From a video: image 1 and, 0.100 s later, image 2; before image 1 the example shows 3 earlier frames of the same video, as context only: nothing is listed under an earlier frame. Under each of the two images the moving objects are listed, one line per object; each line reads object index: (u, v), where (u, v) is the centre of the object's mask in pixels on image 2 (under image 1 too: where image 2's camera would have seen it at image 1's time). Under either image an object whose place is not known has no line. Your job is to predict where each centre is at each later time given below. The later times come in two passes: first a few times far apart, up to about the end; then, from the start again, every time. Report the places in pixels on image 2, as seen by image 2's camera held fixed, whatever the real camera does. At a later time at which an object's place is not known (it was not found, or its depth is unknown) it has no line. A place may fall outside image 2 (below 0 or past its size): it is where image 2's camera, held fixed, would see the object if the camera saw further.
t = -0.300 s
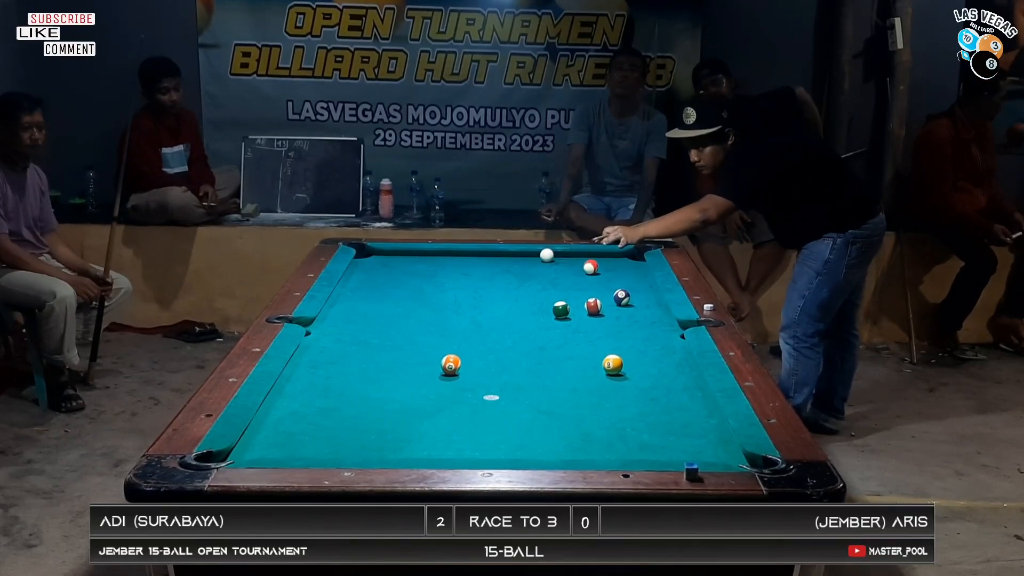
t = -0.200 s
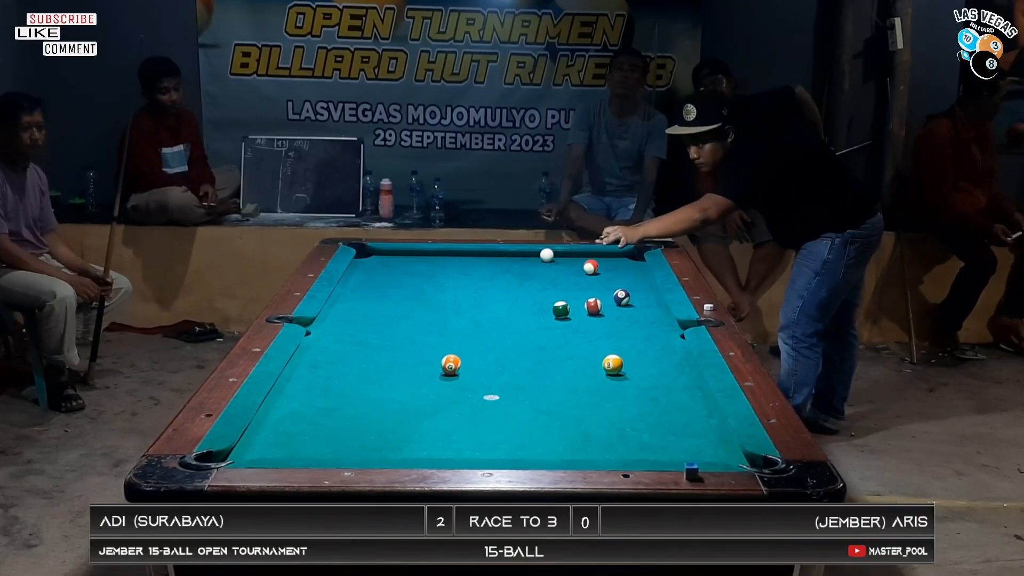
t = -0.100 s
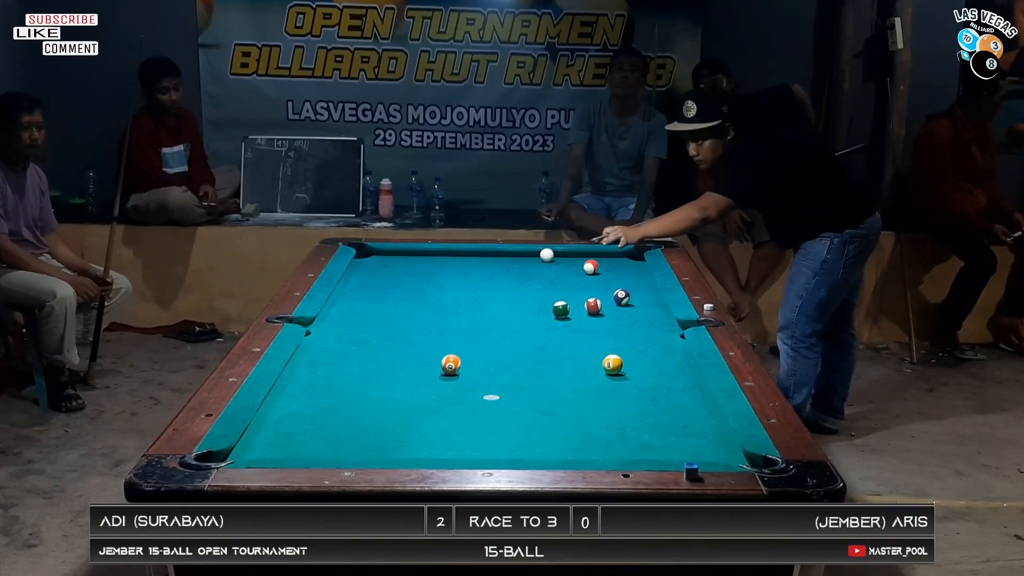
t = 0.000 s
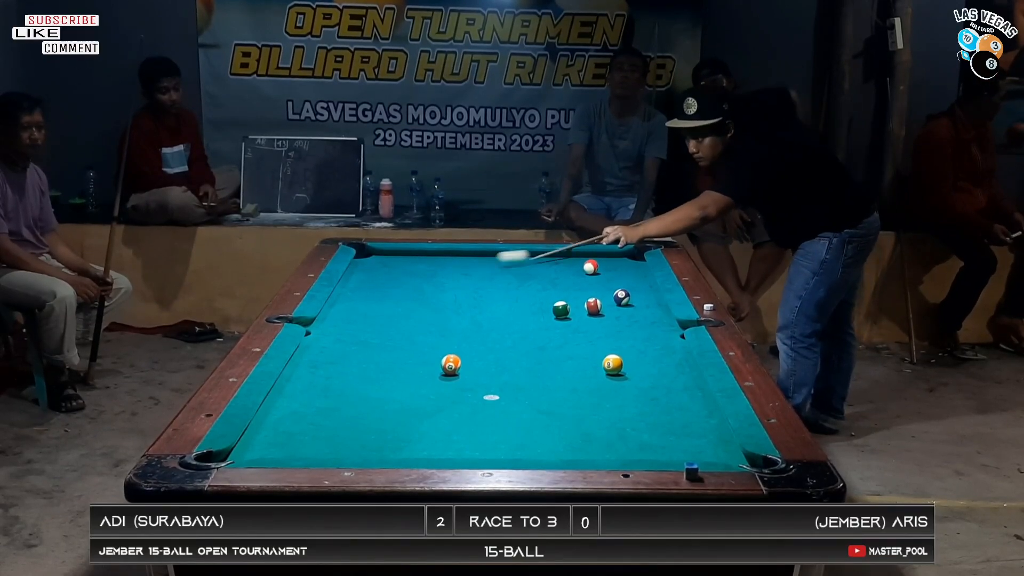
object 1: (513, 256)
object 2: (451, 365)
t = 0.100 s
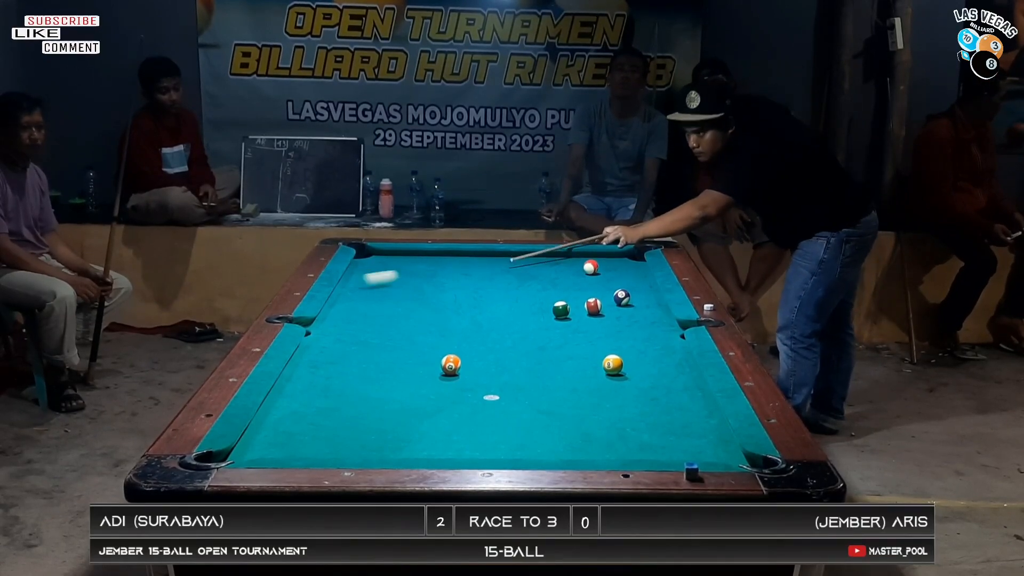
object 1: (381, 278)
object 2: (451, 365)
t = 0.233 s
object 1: (427, 299)
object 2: (451, 365)
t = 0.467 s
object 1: (625, 333)
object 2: (451, 365)
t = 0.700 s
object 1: (609, 347)
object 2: (451, 365)
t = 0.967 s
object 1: (518, 359)
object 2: (451, 365)
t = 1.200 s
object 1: (467, 368)
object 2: (426, 365)
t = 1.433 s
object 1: (452, 375)
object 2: (376, 367)
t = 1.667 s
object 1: (437, 381)
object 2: (328, 369)
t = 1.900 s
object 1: (423, 387)
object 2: (299, 371)
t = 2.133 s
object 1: (411, 392)
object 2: (326, 373)
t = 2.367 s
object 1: (402, 396)
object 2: (350, 375)
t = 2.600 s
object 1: (393, 400)
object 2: (371, 376)
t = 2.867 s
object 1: (385, 404)
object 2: (392, 378)
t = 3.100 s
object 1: (380, 406)
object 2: (407, 379)
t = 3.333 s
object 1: (378, 407)
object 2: (420, 381)
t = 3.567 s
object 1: (379, 408)
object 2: (429, 381)
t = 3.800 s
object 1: (379, 408)
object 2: (436, 382)
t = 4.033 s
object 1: (379, 408)
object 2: (440, 383)
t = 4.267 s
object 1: (379, 408)
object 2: (443, 383)
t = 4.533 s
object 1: (379, 408)
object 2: (442, 383)
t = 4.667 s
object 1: (379, 408)
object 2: (442, 383)
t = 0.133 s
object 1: (348, 286)
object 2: (451, 365)
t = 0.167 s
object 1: (374, 290)
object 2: (451, 365)
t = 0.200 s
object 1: (401, 295)
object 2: (451, 365)
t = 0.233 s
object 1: (427, 299)
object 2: (451, 365)
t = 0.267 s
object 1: (454, 304)
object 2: (451, 365)
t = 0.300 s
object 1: (481, 308)
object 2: (451, 365)
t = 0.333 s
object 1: (508, 313)
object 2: (451, 365)
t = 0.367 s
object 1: (536, 318)
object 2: (451, 365)
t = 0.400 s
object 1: (565, 323)
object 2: (451, 365)
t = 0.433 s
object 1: (595, 329)
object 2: (451, 365)
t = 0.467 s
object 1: (625, 333)
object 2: (451, 365)
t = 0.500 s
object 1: (656, 338)
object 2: (451, 365)
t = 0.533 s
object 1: (676, 343)
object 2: (451, 365)
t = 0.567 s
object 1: (660, 344)
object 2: (451, 365)
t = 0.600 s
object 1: (645, 345)
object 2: (451, 365)
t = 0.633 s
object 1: (633, 347)
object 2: (451, 365)
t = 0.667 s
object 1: (621, 348)
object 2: (451, 365)
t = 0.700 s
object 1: (609, 347)
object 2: (451, 365)
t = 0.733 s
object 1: (598, 350)
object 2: (451, 365)
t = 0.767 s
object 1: (587, 352)
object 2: (451, 365)
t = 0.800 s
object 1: (575, 353)
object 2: (451, 365)
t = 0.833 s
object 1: (564, 354)
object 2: (451, 365)
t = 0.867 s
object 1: (553, 356)
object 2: (451, 365)
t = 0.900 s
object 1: (541, 357)
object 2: (451, 365)
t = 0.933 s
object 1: (530, 358)
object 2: (451, 365)
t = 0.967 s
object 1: (518, 359)
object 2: (451, 365)
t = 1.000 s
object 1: (507, 360)
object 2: (451, 365)
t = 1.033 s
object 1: (495, 362)
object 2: (451, 365)
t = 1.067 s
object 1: (484, 363)
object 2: (451, 365)
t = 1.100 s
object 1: (472, 365)
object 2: (451, 365)
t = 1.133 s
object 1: (471, 366)
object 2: (442, 365)
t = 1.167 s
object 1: (469, 367)
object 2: (433, 365)
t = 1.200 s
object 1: (467, 368)
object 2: (426, 365)
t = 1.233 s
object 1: (465, 369)
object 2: (419, 365)
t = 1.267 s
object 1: (462, 370)
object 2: (411, 366)
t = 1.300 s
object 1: (460, 371)
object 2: (404, 366)
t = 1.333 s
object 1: (458, 372)
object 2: (397, 366)
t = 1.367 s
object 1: (456, 373)
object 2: (390, 367)
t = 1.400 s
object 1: (454, 374)
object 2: (383, 366)
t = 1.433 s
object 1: (452, 375)
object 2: (376, 367)
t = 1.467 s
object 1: (449, 375)
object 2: (369, 367)
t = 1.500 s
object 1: (447, 377)
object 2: (362, 367)
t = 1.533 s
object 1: (445, 378)
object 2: (355, 368)
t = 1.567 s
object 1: (443, 378)
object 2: (348, 368)
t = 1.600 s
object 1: (441, 379)
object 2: (342, 368)
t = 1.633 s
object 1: (439, 380)
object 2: (334, 369)
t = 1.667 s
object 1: (437, 381)
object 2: (328, 369)
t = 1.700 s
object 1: (435, 382)
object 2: (321, 369)
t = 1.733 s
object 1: (433, 383)
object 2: (315, 370)
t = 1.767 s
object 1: (431, 384)
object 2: (308, 370)
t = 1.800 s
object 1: (429, 384)
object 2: (301, 370)
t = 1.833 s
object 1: (428, 385)
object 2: (295, 370)
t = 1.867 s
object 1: (426, 386)
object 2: (295, 371)
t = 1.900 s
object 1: (423, 387)
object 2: (299, 371)
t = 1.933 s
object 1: (422, 388)
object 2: (303, 371)
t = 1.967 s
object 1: (420, 389)
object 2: (307, 372)
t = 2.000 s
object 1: (418, 389)
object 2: (311, 372)
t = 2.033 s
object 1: (416, 390)
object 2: (315, 372)
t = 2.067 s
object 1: (415, 390)
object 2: (318, 372)
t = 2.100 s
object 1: (413, 391)
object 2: (322, 373)
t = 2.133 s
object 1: (411, 392)
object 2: (326, 373)
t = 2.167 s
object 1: (410, 393)
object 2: (329, 373)
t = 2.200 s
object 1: (409, 393)
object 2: (333, 373)
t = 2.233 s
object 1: (407, 394)
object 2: (336, 374)
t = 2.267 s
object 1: (406, 394)
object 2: (340, 374)
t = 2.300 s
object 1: (405, 395)
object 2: (343, 374)
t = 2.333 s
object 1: (403, 396)
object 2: (347, 374)
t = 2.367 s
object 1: (402, 396)
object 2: (350, 375)
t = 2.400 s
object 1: (401, 397)
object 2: (353, 375)
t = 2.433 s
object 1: (399, 397)
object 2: (356, 375)
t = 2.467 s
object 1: (398, 398)
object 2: (359, 375)
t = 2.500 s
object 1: (397, 398)
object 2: (362, 376)
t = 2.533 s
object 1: (396, 399)
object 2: (365, 376)
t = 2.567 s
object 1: (394, 399)
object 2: (368, 376)
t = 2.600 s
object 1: (393, 400)
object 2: (371, 376)
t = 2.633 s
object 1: (392, 400)
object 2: (374, 377)
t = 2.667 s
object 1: (391, 401)
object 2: (377, 377)
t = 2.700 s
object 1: (390, 401)
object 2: (380, 377)
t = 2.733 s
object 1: (389, 402)
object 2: (382, 377)
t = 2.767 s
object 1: (388, 402)
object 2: (385, 377)
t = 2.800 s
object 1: (387, 403)
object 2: (387, 378)
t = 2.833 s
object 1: (386, 403)
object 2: (390, 378)
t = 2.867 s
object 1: (385, 404)
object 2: (392, 378)
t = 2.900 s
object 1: (384, 404)
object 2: (394, 378)
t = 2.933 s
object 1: (383, 404)
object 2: (397, 378)
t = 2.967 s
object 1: (383, 405)
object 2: (399, 379)
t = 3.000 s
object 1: (382, 405)
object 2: (401, 379)
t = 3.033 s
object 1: (381, 405)
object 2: (403, 379)
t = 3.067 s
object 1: (381, 406)
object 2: (405, 380)
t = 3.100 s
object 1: (380, 406)
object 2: (407, 379)
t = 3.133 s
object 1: (380, 406)
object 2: (409, 380)
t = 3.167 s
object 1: (379, 406)
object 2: (411, 380)
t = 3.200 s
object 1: (379, 407)
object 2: (413, 380)
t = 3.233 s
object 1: (379, 407)
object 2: (415, 380)
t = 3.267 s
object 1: (378, 407)
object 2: (417, 380)
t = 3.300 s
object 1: (378, 407)
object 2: (419, 380)
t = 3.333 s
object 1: (378, 407)
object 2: (420, 381)
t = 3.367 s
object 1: (378, 407)
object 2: (422, 381)
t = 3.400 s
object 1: (378, 408)
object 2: (423, 381)
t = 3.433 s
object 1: (378, 408)
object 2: (425, 381)
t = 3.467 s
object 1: (378, 408)
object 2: (426, 381)
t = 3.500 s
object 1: (379, 408)
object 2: (427, 381)
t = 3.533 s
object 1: (379, 408)
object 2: (428, 381)
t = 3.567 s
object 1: (379, 408)
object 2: (429, 381)
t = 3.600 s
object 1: (379, 408)
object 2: (430, 382)
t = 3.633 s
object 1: (379, 408)
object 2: (432, 381)
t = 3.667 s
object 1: (379, 408)
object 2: (433, 382)
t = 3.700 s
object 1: (379, 408)
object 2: (434, 382)
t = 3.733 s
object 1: (379, 408)
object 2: (435, 382)
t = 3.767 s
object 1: (379, 408)
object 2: (435, 382)
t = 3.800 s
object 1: (379, 408)
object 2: (436, 382)
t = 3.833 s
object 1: (379, 408)
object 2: (437, 382)
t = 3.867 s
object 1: (379, 408)
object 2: (438, 382)
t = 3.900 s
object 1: (379, 408)
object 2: (439, 382)
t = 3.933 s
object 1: (379, 408)
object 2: (439, 382)
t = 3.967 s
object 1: (379, 408)
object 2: (440, 382)
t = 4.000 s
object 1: (379, 408)
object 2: (440, 382)
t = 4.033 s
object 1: (379, 408)
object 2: (440, 383)
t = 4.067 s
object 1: (379, 408)
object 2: (441, 383)
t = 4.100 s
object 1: (379, 408)
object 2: (441, 383)
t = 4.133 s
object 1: (379, 408)
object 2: (442, 383)
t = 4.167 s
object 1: (379, 408)
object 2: (442, 383)
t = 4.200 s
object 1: (379, 408)
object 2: (442, 383)
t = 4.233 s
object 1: (379, 408)
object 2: (442, 383)
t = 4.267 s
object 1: (379, 408)
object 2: (443, 383)
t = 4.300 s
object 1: (379, 408)
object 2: (442, 383)
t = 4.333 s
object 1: (379, 408)
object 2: (443, 383)
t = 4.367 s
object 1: (379, 408)
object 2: (442, 383)
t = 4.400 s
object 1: (379, 408)
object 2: (443, 383)
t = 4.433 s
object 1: (379, 408)
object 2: (443, 383)
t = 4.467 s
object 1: (379, 408)
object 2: (442, 383)
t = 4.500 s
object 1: (379, 408)
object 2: (442, 383)
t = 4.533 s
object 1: (379, 408)
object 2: (442, 383)
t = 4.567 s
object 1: (379, 408)
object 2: (442, 383)
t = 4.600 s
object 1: (379, 408)
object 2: (442, 383)
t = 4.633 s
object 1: (379, 408)
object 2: (442, 383)
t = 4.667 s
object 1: (379, 408)
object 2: (442, 383)
